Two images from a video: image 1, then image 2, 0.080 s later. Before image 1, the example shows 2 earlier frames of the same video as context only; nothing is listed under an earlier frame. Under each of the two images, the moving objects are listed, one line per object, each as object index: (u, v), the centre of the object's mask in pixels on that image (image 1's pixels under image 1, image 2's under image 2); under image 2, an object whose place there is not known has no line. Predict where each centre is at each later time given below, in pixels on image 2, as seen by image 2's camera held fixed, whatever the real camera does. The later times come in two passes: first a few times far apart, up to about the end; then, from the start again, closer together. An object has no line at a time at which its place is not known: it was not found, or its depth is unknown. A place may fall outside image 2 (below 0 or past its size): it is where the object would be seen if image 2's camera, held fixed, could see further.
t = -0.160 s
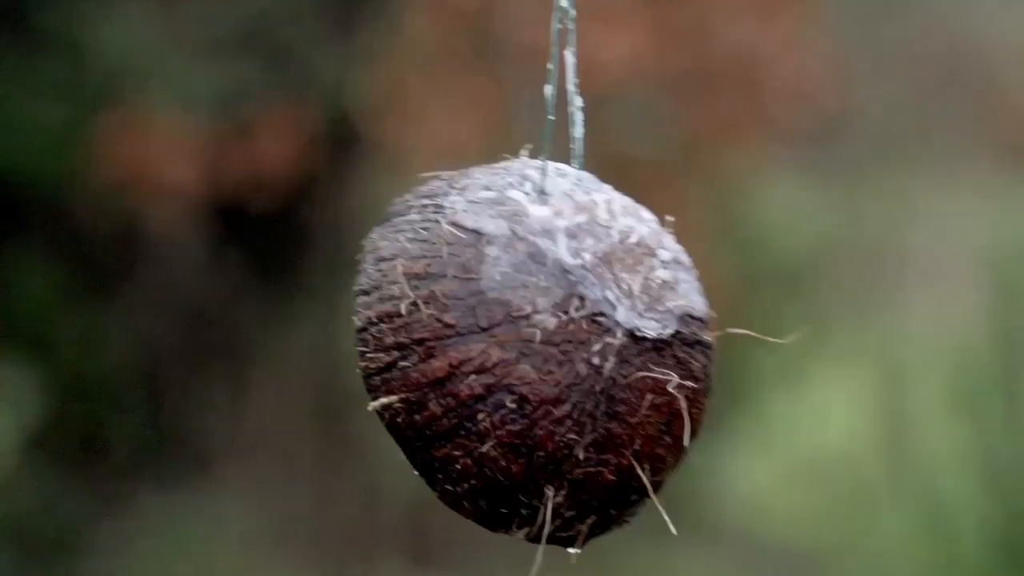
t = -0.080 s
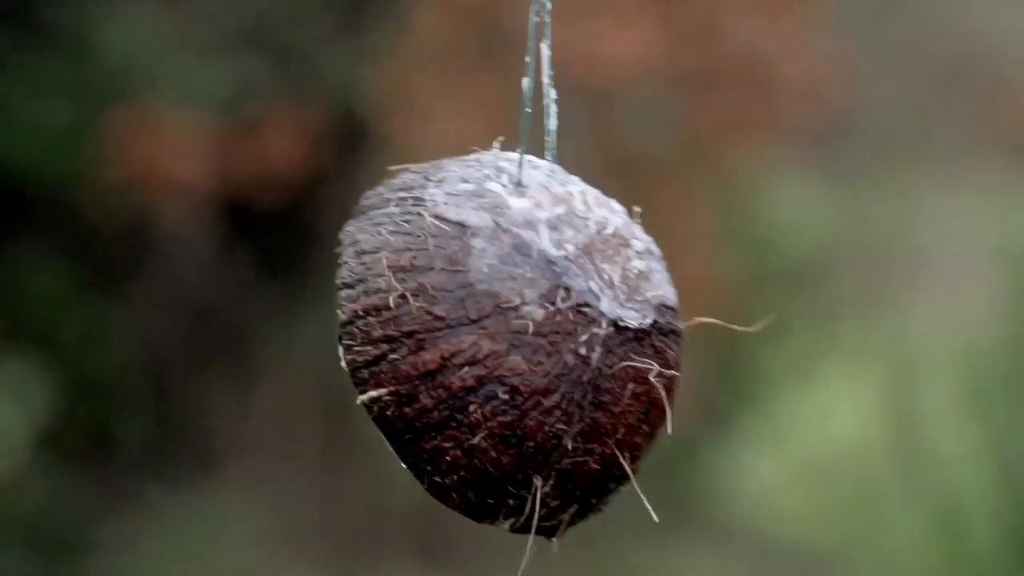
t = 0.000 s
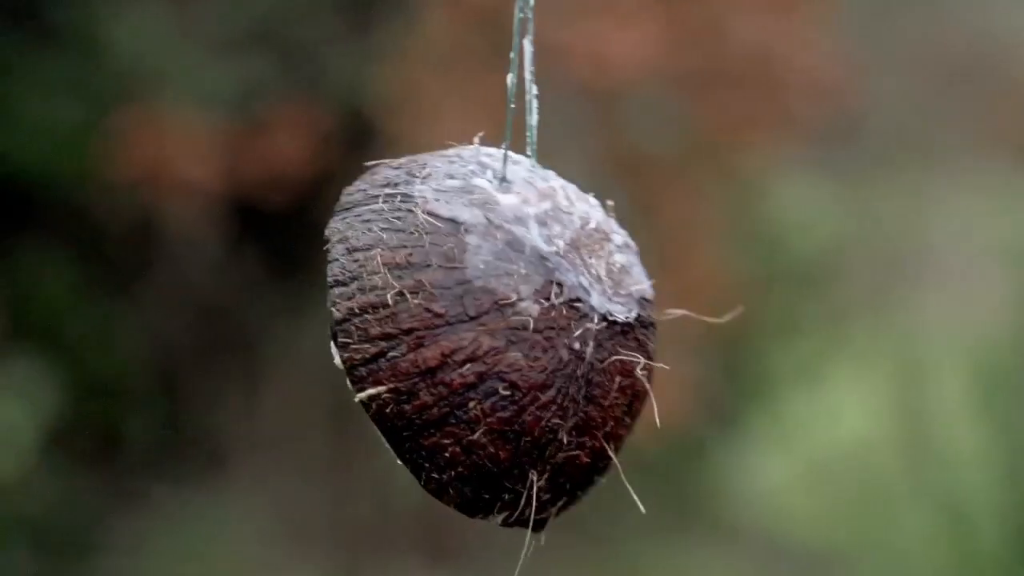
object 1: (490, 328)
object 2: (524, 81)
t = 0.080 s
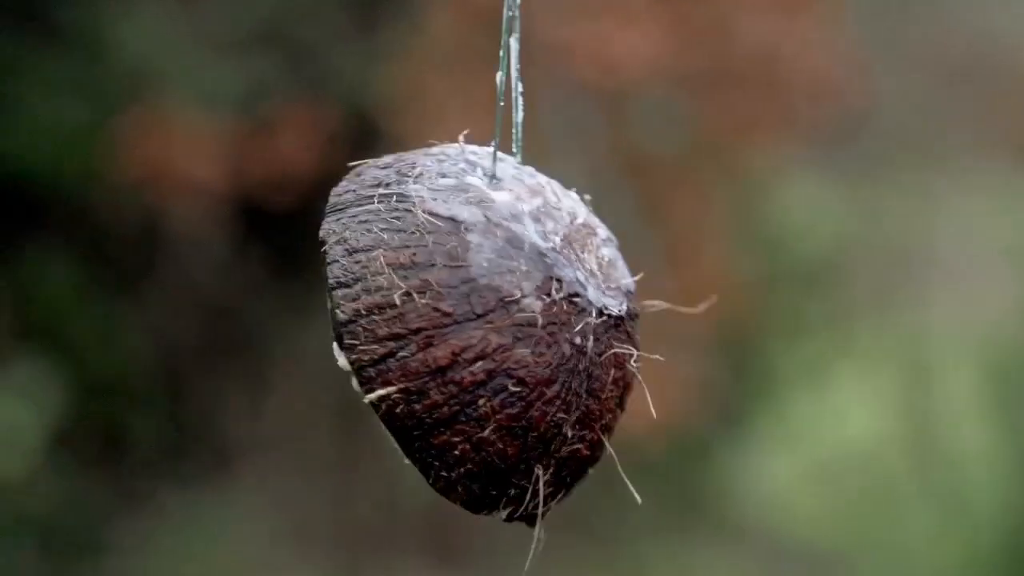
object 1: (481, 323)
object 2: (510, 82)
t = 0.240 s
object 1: (485, 311)
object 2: (505, 86)
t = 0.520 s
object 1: (610, 303)
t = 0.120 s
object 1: (479, 319)
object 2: (505, 85)
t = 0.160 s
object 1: (479, 316)
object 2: (502, 83)
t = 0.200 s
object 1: (482, 313)
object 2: (503, 84)
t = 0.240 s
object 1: (485, 311)
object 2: (505, 86)
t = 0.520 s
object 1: (610, 303)
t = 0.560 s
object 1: (623, 308)
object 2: (619, 74)
